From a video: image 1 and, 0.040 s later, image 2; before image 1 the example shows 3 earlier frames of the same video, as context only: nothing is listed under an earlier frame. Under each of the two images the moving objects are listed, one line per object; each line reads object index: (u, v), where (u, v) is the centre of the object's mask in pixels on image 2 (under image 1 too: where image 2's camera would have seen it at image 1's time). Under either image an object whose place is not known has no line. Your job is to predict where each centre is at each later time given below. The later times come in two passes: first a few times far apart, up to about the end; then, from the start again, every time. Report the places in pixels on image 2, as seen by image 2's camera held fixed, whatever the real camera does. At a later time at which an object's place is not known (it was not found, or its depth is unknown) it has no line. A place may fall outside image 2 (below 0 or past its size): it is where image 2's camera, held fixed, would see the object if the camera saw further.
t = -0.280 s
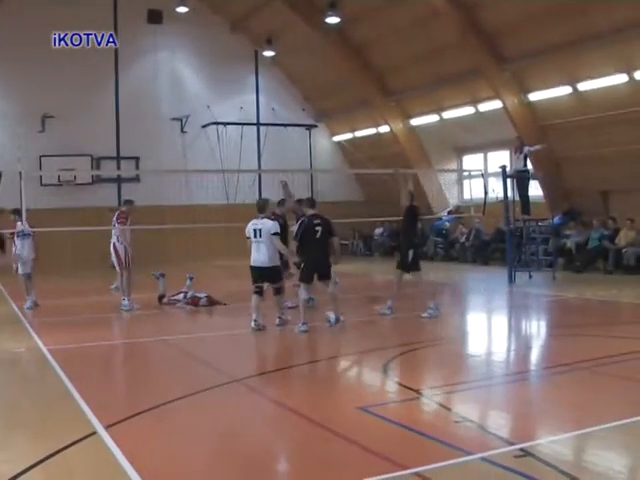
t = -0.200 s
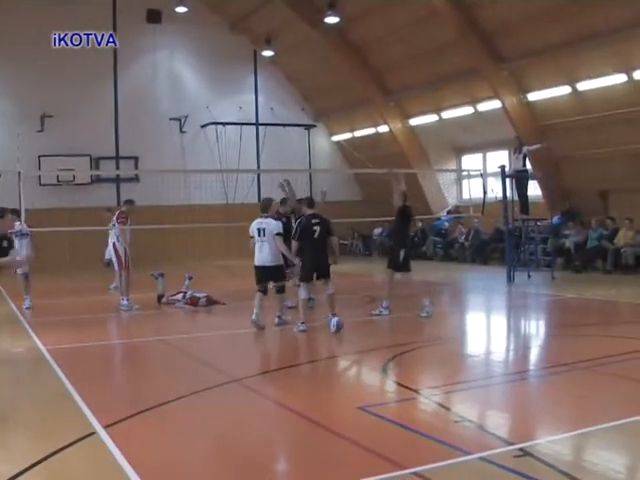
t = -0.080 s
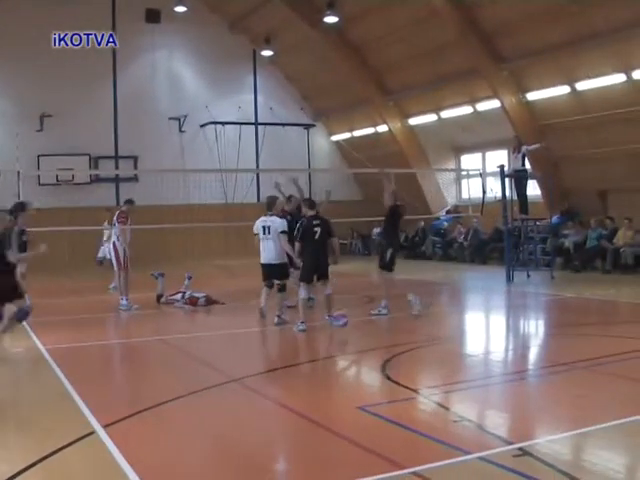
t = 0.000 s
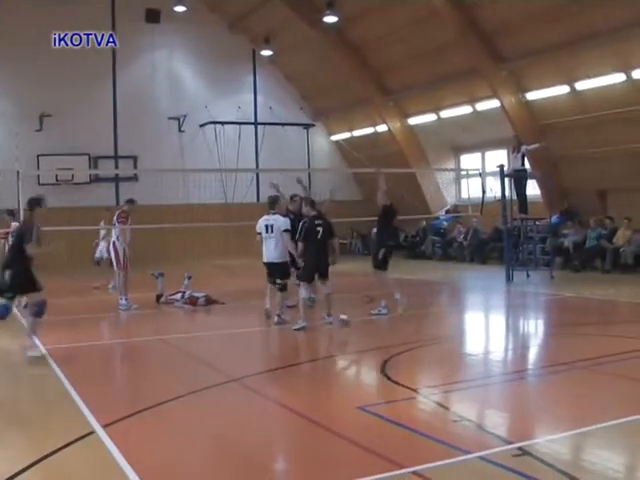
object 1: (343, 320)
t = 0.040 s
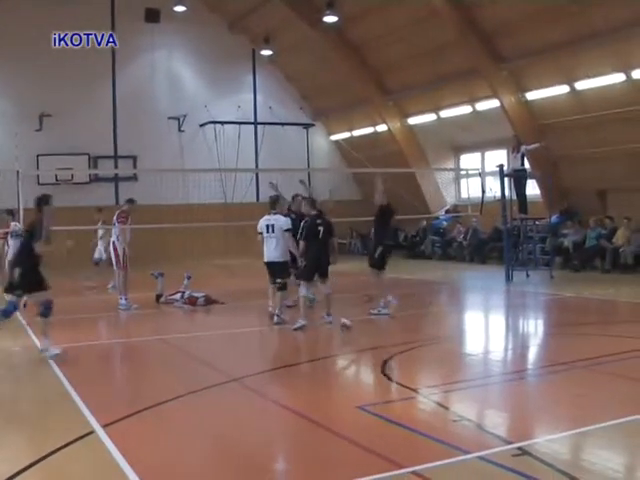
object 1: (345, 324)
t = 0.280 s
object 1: (358, 324)
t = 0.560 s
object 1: (374, 328)
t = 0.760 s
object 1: (384, 332)
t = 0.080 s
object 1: (347, 326)
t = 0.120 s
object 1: (350, 325)
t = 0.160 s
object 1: (351, 323)
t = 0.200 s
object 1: (354, 322)
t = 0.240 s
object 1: (354, 323)
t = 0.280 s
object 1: (358, 324)
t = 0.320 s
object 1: (361, 327)
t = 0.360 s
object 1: (363, 328)
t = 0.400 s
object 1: (366, 326)
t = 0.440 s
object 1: (368, 327)
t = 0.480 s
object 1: (370, 329)
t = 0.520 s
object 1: (371, 329)
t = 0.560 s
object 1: (374, 328)
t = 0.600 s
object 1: (376, 329)
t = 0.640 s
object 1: (379, 330)
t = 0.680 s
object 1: (379, 331)
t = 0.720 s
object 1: (382, 332)
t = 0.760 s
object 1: (384, 332)
